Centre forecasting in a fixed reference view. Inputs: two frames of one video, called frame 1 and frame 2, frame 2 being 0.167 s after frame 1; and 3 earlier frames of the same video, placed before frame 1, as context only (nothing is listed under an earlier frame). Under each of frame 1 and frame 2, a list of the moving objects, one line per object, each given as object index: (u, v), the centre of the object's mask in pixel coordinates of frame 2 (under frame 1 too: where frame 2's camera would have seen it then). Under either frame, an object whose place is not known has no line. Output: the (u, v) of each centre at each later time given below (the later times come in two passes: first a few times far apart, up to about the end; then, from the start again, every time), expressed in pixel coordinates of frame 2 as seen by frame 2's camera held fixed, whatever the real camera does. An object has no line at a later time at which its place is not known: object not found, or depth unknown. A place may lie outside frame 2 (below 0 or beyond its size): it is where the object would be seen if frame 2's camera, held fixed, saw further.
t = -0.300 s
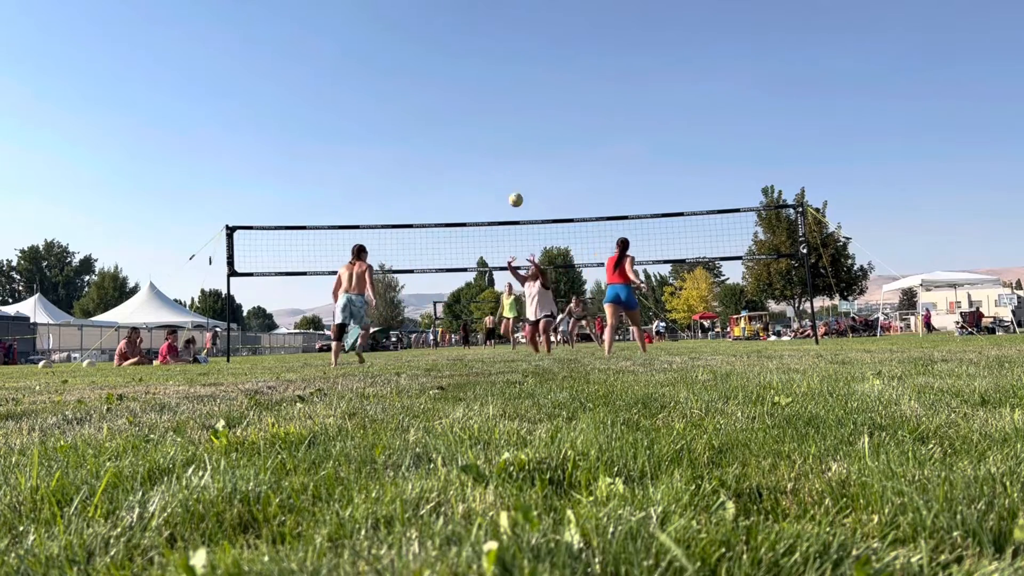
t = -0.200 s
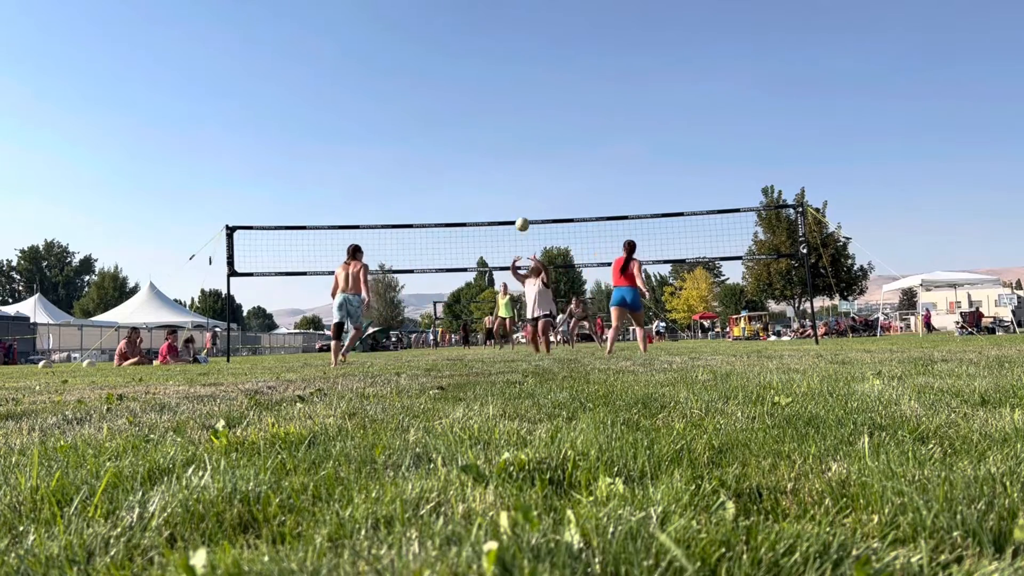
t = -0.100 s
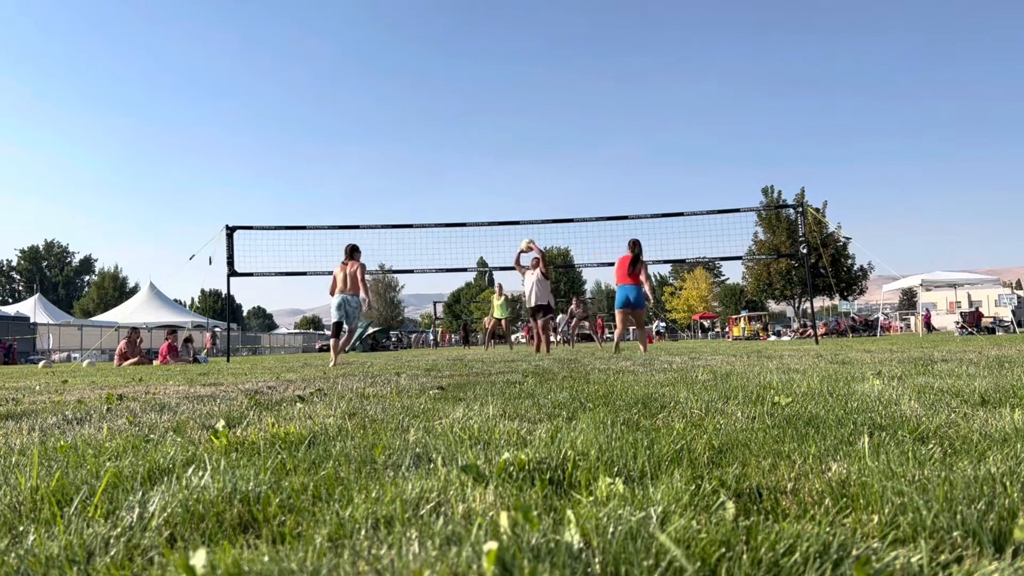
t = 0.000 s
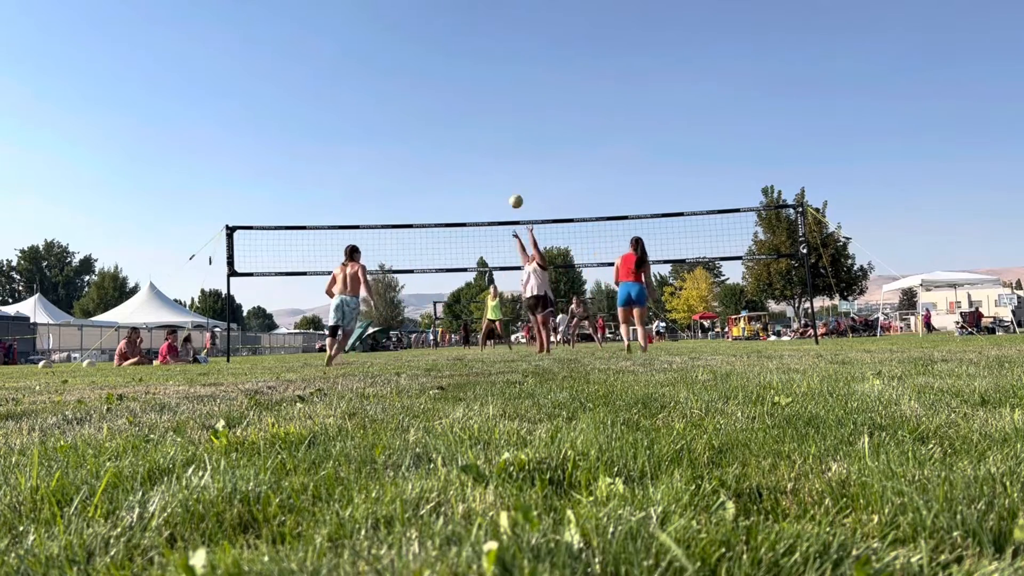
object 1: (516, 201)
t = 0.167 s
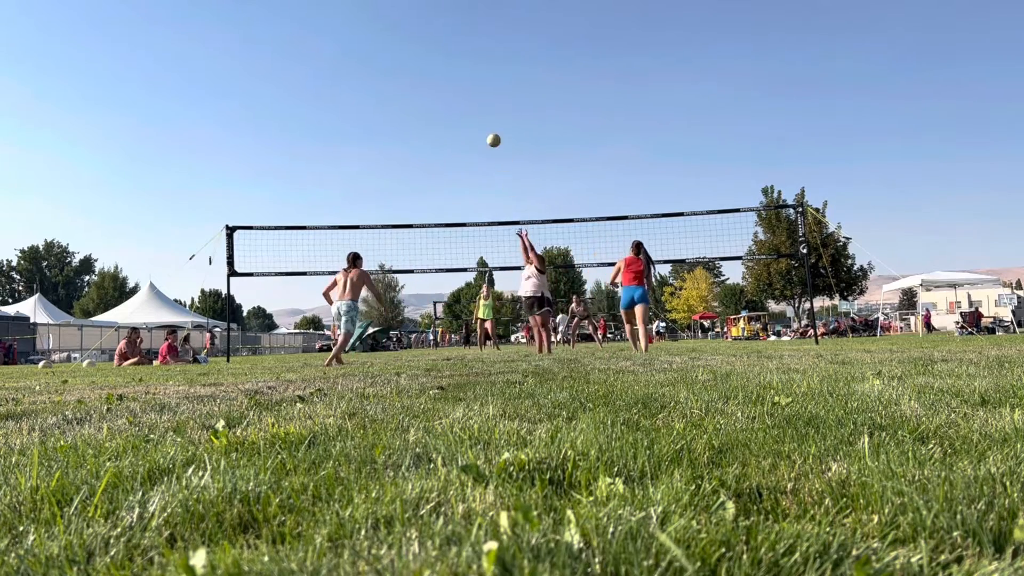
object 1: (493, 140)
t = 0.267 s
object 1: (480, 113)
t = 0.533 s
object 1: (447, 72)
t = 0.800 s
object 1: (416, 75)
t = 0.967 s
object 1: (398, 98)
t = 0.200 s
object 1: (489, 130)
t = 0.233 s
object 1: (485, 121)
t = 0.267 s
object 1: (480, 113)
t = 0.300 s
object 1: (476, 105)
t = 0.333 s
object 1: (472, 99)
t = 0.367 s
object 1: (468, 92)
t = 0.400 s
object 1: (463, 87)
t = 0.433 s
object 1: (459, 83)
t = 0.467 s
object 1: (455, 78)
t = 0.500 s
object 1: (451, 75)
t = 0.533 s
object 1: (447, 72)
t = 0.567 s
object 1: (443, 71)
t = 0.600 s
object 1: (439, 69)
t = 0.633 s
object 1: (435, 69)
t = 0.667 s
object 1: (431, 69)
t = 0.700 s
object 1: (427, 69)
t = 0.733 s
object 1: (423, 71)
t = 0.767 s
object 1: (420, 73)
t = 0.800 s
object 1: (416, 75)
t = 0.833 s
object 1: (412, 79)
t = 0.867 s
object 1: (408, 82)
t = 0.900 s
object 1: (405, 87)
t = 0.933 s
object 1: (401, 92)
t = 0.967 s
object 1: (398, 98)
